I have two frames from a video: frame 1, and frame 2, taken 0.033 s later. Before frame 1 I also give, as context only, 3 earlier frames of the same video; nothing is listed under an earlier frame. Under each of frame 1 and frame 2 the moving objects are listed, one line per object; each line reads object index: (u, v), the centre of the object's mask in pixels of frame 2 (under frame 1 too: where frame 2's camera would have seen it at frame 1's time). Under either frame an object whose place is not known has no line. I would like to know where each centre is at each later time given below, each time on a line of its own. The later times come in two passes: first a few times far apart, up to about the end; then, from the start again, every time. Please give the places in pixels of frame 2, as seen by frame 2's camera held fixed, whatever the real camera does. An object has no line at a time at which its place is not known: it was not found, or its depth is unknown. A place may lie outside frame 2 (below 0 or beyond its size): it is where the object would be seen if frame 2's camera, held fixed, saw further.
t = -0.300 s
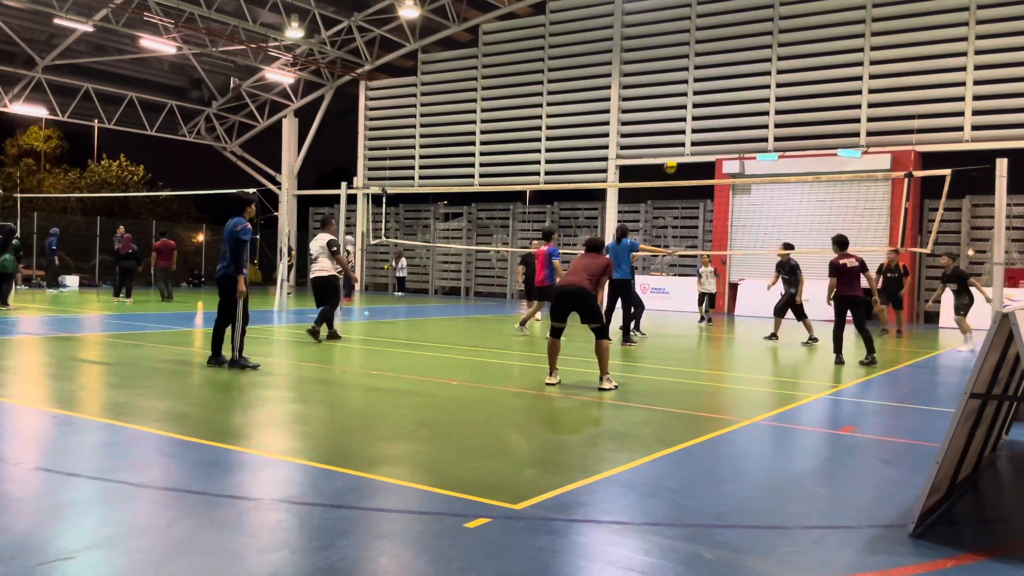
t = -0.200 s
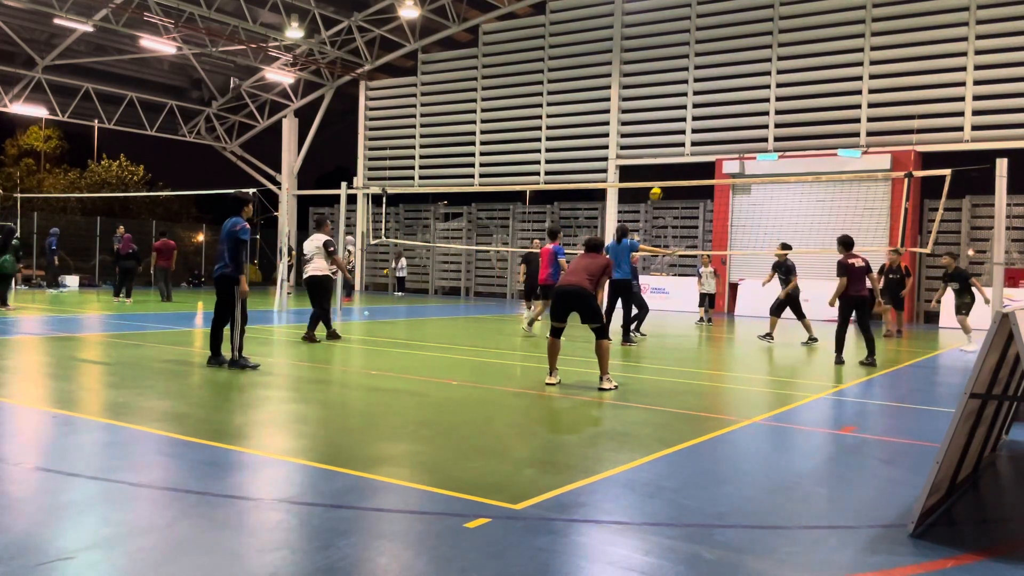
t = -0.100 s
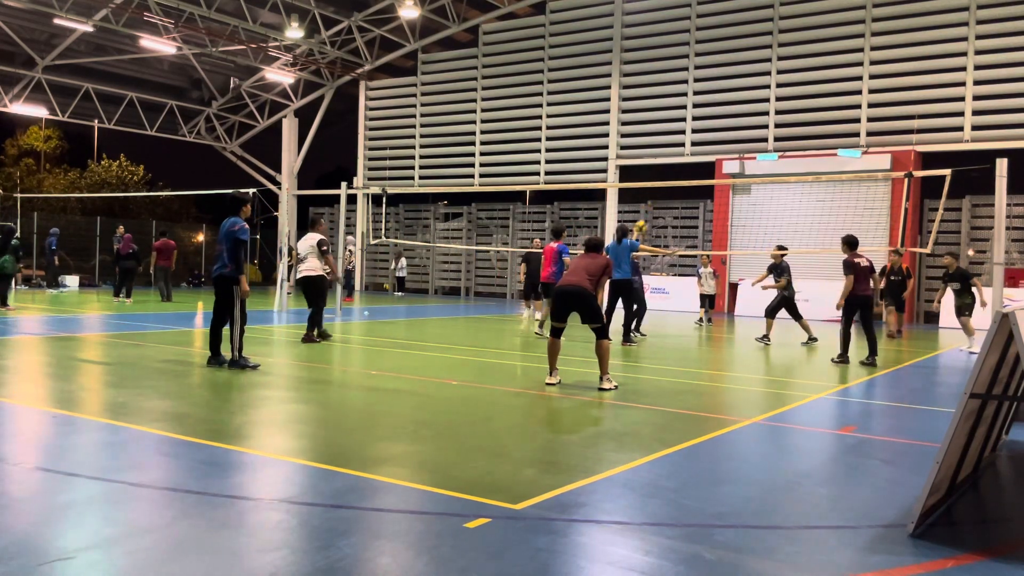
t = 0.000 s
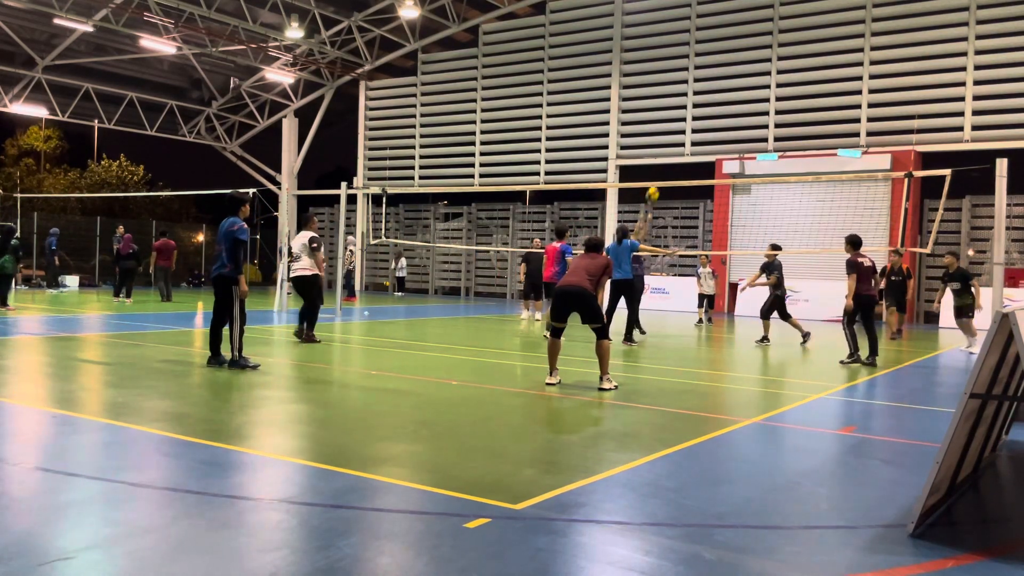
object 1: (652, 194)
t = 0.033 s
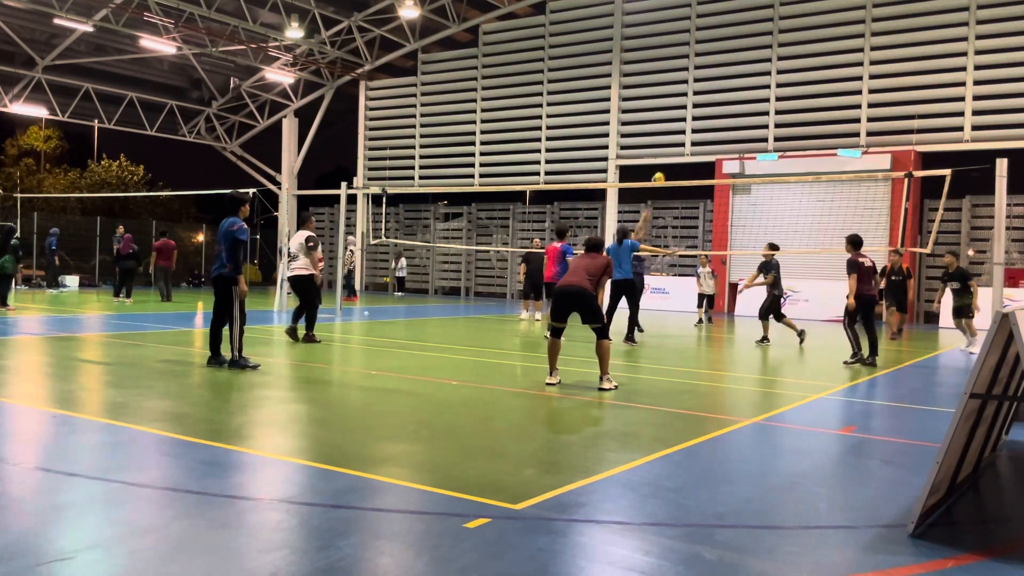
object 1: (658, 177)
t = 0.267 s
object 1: (699, 92)
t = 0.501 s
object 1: (740, 36)
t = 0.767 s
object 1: (783, 15)
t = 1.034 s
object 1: (826, 41)
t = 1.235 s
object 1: (855, 92)
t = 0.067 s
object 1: (664, 165)
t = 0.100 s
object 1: (671, 150)
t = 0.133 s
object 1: (676, 138)
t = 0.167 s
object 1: (682, 126)
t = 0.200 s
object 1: (688, 114)
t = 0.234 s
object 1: (693, 103)
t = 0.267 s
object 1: (699, 92)
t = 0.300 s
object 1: (705, 81)
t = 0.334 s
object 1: (711, 73)
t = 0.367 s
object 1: (716, 64)
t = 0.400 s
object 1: (722, 55)
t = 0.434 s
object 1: (728, 48)
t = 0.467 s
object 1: (734, 43)
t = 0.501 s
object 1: (740, 36)
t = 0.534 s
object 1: (745, 32)
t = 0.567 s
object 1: (751, 27)
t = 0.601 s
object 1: (756, 23)
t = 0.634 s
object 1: (761, 21)
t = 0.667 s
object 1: (766, 19)
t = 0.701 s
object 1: (772, 16)
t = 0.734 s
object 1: (777, 15)
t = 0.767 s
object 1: (783, 15)
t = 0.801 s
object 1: (788, 16)
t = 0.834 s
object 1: (793, 17)
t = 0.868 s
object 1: (799, 20)
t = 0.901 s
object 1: (804, 23)
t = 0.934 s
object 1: (809, 26)
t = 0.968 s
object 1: (815, 30)
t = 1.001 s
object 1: (820, 35)
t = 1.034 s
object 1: (826, 41)
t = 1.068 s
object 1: (831, 48)
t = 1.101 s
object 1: (836, 54)
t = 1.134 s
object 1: (840, 63)
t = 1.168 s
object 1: (846, 71)
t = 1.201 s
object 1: (850, 80)
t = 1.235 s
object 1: (855, 92)
